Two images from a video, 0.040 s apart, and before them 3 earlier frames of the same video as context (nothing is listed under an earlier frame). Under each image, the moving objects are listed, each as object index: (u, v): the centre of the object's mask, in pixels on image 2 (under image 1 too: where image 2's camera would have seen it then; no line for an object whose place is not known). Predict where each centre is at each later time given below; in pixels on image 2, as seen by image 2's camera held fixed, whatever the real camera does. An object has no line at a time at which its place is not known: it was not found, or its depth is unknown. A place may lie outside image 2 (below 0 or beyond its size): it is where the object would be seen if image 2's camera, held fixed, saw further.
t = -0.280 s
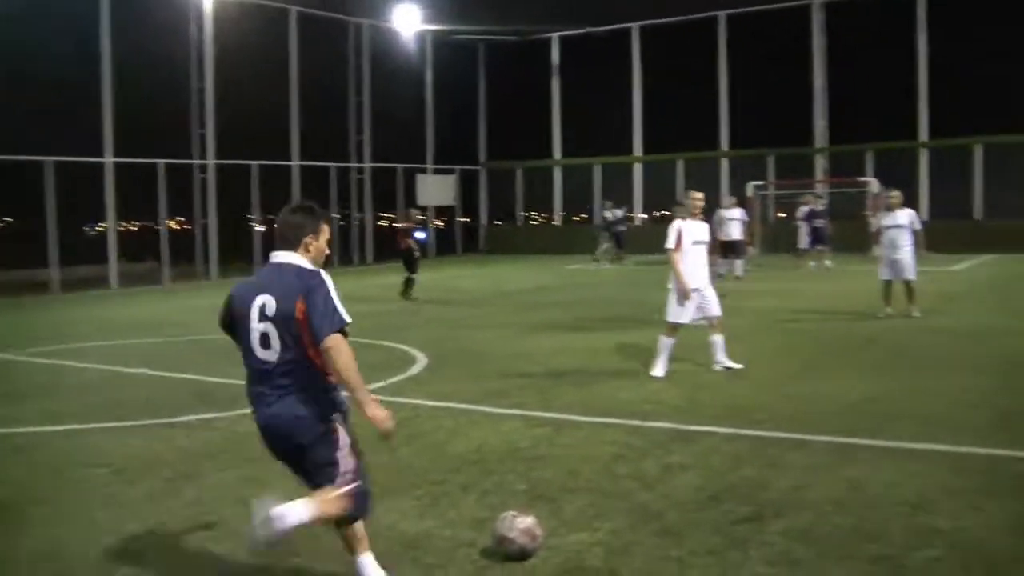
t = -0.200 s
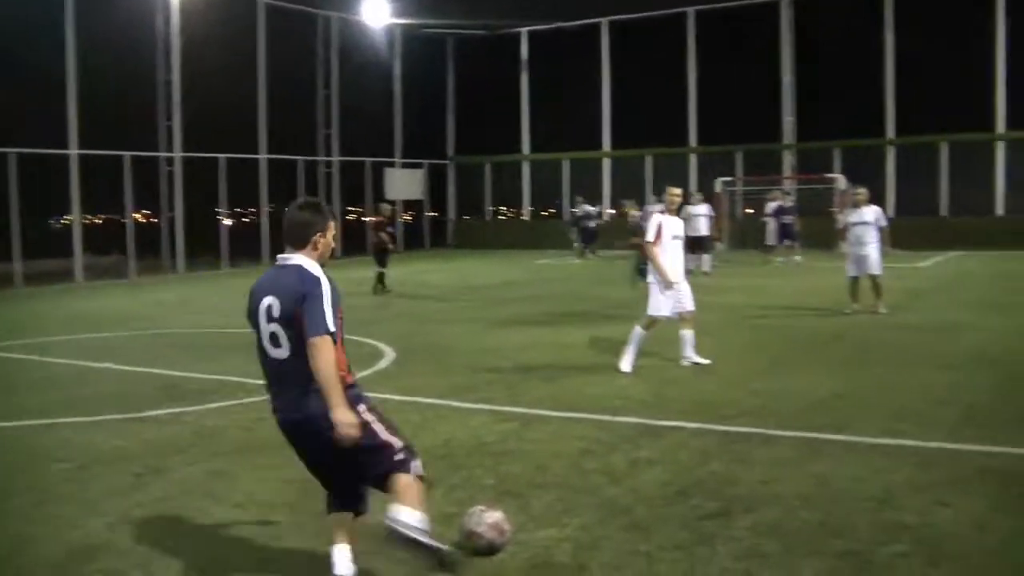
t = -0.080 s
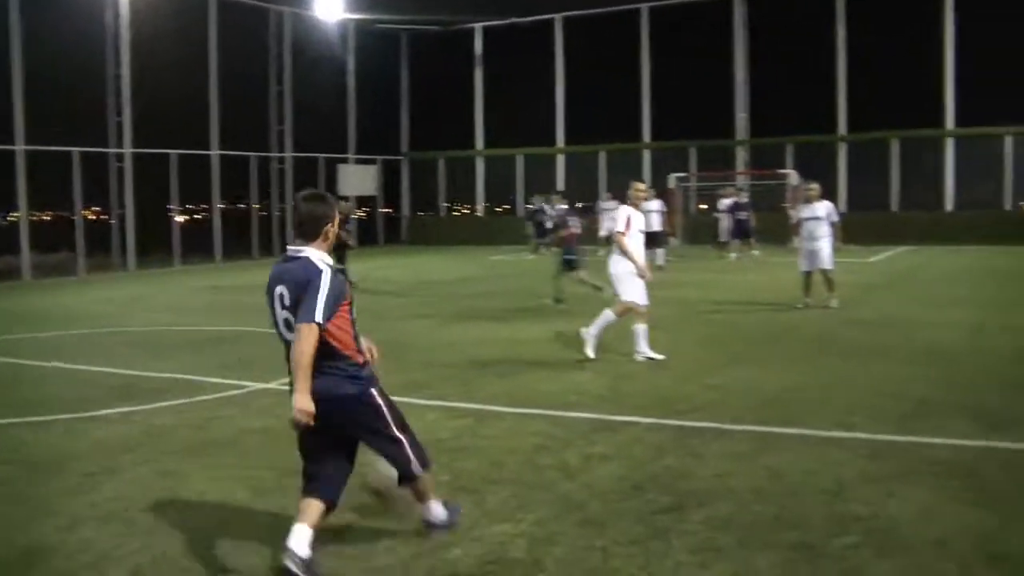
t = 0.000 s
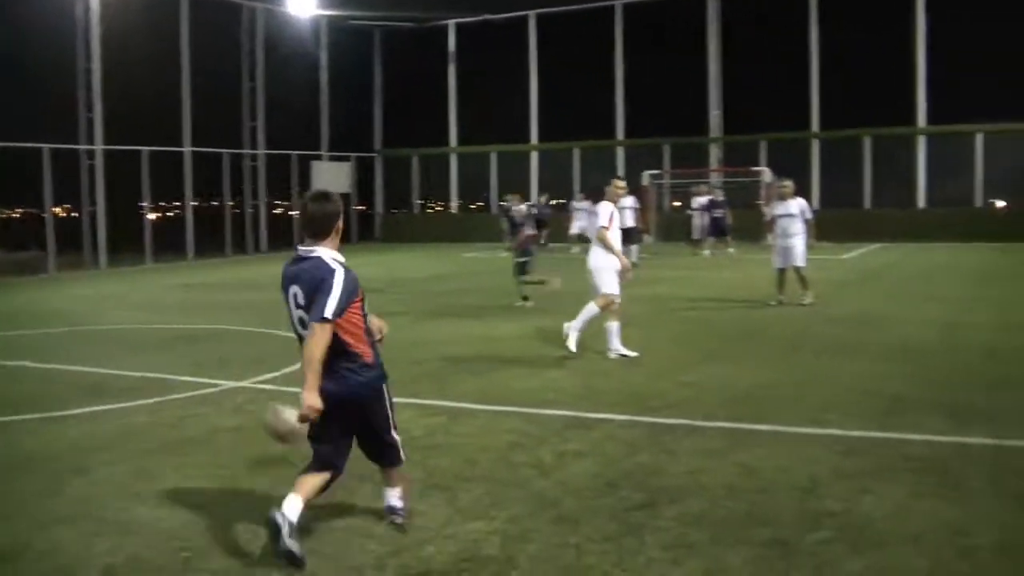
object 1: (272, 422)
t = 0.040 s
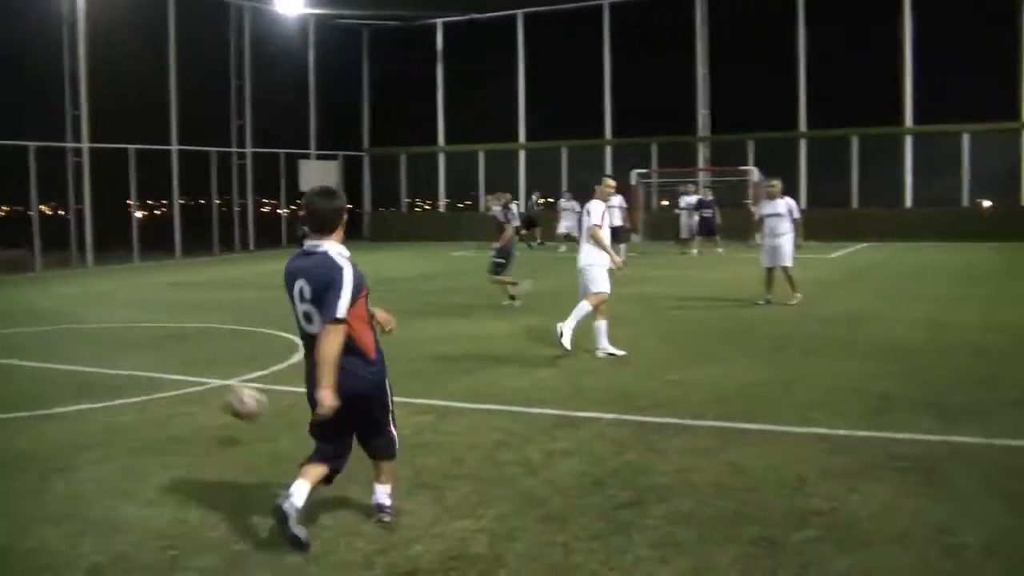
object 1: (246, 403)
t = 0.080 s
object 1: (220, 390)
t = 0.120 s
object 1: (196, 377)
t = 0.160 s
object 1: (174, 372)
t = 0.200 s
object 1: (156, 368)
